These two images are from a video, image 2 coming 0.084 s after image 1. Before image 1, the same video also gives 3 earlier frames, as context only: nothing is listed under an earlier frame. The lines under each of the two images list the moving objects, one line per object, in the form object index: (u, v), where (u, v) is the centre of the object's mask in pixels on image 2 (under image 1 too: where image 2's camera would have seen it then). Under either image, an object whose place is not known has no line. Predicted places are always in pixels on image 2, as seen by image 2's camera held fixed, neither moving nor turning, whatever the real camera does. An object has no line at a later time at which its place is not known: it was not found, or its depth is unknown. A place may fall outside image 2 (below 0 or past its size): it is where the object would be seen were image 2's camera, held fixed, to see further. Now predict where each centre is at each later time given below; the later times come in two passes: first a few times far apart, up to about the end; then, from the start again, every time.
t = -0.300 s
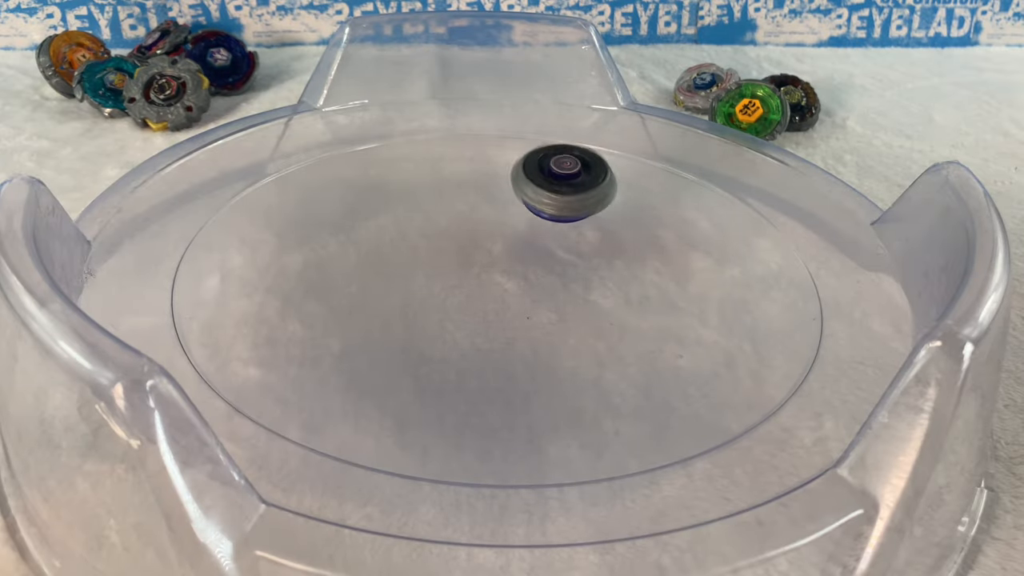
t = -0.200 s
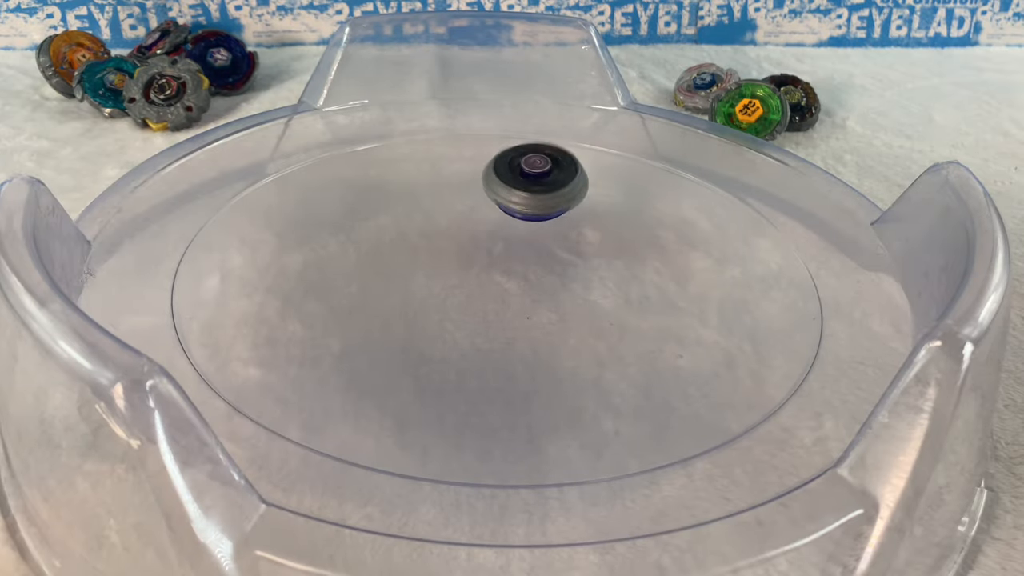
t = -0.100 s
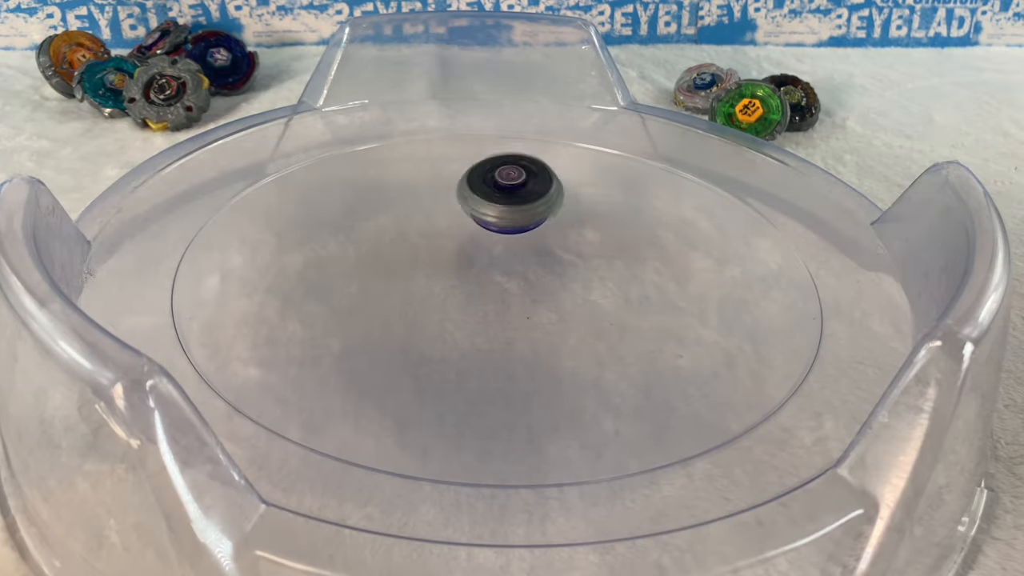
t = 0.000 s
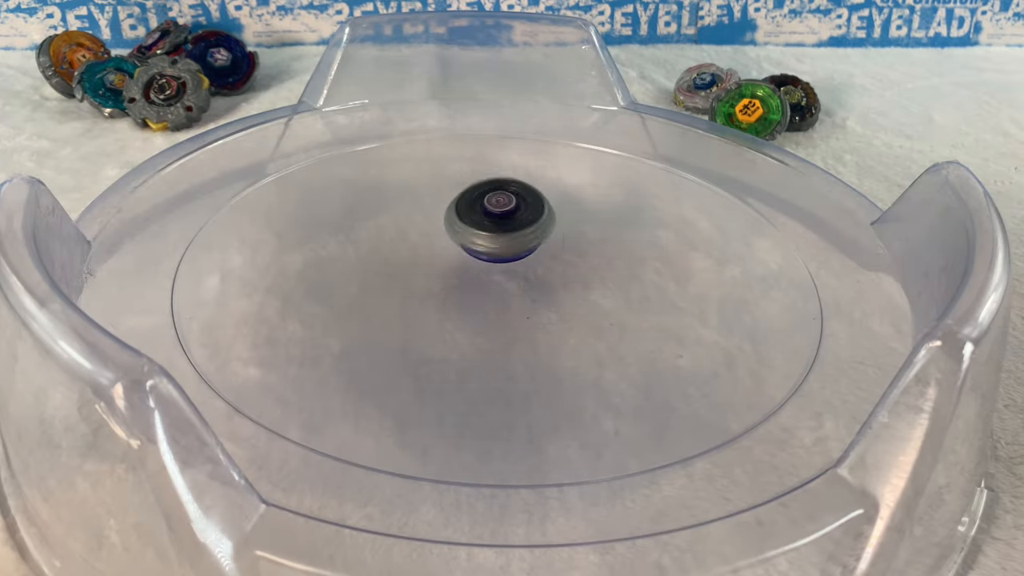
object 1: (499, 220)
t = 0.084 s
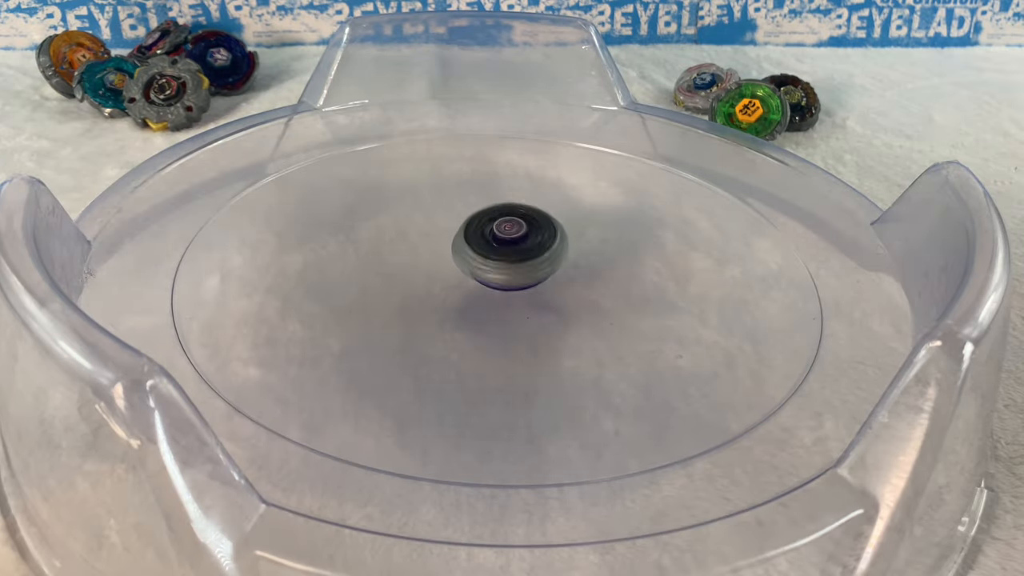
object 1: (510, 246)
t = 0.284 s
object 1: (587, 285)
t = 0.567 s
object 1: (658, 268)
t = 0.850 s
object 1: (613, 247)
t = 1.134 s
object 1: (524, 297)
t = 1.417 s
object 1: (563, 337)
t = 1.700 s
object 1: (606, 308)
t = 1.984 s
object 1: (469, 281)
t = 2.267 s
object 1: (388, 318)
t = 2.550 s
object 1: (487, 332)
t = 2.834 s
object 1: (475, 254)
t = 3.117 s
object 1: (360, 233)
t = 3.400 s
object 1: (384, 287)
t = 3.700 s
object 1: (518, 248)
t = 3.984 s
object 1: (472, 190)
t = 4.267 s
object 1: (420, 229)
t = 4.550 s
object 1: (549, 268)
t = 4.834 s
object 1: (604, 215)
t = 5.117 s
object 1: (518, 217)
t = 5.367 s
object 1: (518, 284)
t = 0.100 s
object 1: (513, 252)
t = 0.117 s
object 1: (518, 257)
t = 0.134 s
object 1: (524, 261)
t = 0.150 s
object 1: (530, 266)
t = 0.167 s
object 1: (536, 270)
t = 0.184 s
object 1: (543, 273)
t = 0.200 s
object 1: (550, 276)
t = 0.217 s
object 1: (558, 279)
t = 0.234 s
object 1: (565, 281)
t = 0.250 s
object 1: (573, 283)
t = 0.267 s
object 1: (580, 285)
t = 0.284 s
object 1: (587, 285)
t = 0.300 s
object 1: (596, 286)
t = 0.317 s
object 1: (603, 287)
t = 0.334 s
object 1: (609, 287)
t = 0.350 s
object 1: (617, 287)
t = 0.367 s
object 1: (622, 287)
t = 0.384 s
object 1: (627, 286)
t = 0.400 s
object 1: (633, 285)
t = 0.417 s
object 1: (637, 285)
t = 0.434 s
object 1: (641, 284)
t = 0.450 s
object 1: (645, 282)
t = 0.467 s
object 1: (648, 280)
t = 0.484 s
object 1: (651, 279)
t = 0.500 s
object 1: (653, 276)
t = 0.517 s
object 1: (655, 275)
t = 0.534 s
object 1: (656, 273)
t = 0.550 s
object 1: (657, 270)
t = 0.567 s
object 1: (658, 268)
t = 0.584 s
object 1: (658, 266)
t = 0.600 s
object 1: (658, 264)
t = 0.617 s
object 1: (658, 262)
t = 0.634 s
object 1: (657, 260)
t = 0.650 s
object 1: (656, 258)
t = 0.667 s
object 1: (654, 255)
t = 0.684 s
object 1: (652, 254)
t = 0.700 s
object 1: (650, 252)
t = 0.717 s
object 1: (647, 250)
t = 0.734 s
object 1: (645, 249)
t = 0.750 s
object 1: (641, 248)
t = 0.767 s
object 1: (637, 247)
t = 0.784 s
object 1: (633, 246)
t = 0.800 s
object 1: (629, 246)
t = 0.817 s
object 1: (624, 246)
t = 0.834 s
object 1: (618, 246)
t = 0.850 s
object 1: (613, 247)
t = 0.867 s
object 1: (606, 249)
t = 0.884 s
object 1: (600, 250)
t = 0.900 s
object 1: (594, 252)
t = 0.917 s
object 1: (587, 254)
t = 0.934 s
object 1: (580, 257)
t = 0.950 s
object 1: (574, 259)
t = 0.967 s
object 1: (568, 263)
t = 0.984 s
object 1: (562, 266)
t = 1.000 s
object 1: (556, 269)
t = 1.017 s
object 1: (551, 273)
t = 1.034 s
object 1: (545, 276)
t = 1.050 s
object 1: (540, 280)
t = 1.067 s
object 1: (537, 283)
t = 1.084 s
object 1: (533, 287)
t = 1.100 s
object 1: (529, 291)
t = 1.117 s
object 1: (526, 294)
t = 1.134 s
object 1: (524, 297)
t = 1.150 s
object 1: (523, 301)
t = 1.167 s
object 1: (521, 304)
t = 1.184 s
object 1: (521, 307)
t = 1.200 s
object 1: (520, 311)
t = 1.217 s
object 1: (520, 314)
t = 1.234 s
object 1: (522, 316)
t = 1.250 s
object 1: (524, 319)
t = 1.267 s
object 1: (526, 322)
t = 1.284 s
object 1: (528, 324)
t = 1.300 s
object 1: (531, 327)
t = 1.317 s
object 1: (534, 329)
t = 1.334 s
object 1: (538, 331)
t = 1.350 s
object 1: (543, 332)
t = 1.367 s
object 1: (547, 334)
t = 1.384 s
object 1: (552, 335)
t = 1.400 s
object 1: (557, 336)
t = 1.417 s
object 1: (563, 337)
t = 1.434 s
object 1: (567, 337)
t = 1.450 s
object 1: (572, 337)
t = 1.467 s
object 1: (579, 337)
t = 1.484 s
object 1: (584, 337)
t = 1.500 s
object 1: (589, 336)
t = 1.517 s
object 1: (593, 334)
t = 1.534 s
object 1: (598, 333)
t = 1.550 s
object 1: (602, 332)
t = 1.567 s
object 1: (605, 330)
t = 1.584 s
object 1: (609, 328)
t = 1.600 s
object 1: (611, 325)
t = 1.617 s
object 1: (613, 323)
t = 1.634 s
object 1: (613, 320)
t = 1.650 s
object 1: (613, 317)
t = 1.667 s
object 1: (612, 314)
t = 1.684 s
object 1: (609, 311)
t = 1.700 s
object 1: (606, 308)
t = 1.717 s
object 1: (602, 305)
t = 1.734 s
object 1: (597, 303)
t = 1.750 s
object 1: (590, 299)
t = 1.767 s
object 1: (584, 297)
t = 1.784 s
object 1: (576, 294)
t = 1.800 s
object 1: (568, 292)
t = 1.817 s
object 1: (560, 290)
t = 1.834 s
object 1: (552, 288)
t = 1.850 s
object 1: (543, 286)
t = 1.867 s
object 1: (533, 285)
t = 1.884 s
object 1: (524, 283)
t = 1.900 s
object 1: (515, 282)
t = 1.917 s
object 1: (506, 281)
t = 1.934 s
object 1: (496, 281)
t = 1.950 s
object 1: (488, 281)
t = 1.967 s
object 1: (478, 280)
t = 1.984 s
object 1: (469, 281)
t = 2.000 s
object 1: (461, 281)
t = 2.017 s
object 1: (453, 282)
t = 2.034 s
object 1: (445, 284)
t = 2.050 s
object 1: (437, 285)
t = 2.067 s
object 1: (431, 286)
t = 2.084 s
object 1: (424, 288)
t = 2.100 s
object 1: (418, 290)
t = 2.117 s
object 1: (411, 292)
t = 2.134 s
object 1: (407, 295)
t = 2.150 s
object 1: (402, 298)
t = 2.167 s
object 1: (397, 301)
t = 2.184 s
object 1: (394, 303)
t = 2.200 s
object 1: (392, 306)
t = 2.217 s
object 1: (389, 309)
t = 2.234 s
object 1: (388, 312)
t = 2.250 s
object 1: (388, 315)
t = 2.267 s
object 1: (388, 318)
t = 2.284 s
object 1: (389, 322)
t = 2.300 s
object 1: (391, 324)
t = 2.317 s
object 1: (394, 328)
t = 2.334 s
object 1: (397, 331)
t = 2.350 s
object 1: (401, 334)
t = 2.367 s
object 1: (406, 336)
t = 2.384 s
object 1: (413, 338)
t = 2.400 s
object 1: (419, 340)
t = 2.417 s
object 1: (426, 342)
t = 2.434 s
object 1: (434, 342)
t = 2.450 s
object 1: (443, 343)
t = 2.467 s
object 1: (450, 343)
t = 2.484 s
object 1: (458, 342)
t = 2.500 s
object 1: (467, 340)
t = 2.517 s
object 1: (474, 339)
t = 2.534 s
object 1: (481, 336)
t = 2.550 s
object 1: (487, 332)
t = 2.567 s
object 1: (493, 329)
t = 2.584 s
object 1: (498, 325)
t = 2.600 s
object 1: (502, 321)
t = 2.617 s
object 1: (505, 315)
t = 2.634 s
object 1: (508, 311)
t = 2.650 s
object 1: (509, 306)
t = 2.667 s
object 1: (510, 300)
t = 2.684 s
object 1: (509, 295)
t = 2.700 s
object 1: (508, 290)
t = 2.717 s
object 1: (506, 284)
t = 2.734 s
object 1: (503, 280)
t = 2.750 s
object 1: (499, 274)
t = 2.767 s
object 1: (496, 270)
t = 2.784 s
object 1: (491, 265)
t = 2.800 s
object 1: (486, 262)
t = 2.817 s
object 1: (480, 257)
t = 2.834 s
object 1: (475, 254)
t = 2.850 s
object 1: (468, 250)
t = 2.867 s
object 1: (462, 247)
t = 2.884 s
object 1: (455, 244)
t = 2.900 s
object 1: (449, 242)
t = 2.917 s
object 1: (442, 239)
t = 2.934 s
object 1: (434, 237)
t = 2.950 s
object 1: (427, 235)
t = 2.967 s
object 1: (421, 234)
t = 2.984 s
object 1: (413, 233)
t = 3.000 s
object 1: (405, 232)
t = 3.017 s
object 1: (398, 231)
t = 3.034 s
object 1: (392, 231)
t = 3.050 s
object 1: (385, 230)
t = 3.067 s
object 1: (378, 231)
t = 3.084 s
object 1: (371, 231)
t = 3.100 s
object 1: (366, 232)
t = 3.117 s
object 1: (360, 233)
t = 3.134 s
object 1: (354, 235)
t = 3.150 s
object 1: (349, 237)
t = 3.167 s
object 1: (345, 239)
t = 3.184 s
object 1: (341, 242)
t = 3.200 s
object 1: (337, 245)
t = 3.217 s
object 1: (336, 248)
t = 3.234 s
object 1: (335, 252)
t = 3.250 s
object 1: (334, 255)
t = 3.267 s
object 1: (335, 259)
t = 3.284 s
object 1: (337, 263)
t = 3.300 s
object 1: (341, 267)
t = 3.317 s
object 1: (345, 271)
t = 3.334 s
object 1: (350, 275)
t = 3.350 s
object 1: (358, 278)
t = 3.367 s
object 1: (366, 282)
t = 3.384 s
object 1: (375, 285)
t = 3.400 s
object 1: (384, 287)
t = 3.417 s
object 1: (395, 289)
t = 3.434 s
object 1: (406, 290)
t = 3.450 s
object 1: (417, 291)
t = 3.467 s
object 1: (427, 292)
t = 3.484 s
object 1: (438, 290)
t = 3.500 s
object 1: (449, 290)
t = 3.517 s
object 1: (458, 288)
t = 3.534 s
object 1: (467, 286)
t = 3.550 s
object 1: (476, 283)
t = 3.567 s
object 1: (484, 280)
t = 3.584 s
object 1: (491, 277)
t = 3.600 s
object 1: (497, 274)
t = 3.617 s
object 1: (501, 270)
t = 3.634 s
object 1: (507, 266)
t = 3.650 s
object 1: (511, 262)
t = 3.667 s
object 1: (513, 257)
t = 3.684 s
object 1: (515, 253)
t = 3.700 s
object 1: (518, 248)
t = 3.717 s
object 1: (519, 244)
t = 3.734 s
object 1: (519, 240)
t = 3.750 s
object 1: (519, 235)
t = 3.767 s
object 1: (519, 231)
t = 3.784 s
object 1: (518, 227)
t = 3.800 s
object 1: (516, 223)
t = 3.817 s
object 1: (514, 219)
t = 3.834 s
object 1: (512, 215)
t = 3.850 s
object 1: (509, 211)
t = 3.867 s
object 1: (505, 208)
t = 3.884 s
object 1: (501, 205)
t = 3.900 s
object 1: (497, 201)
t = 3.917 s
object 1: (493, 199)
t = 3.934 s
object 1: (488, 196)
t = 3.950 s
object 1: (483, 194)
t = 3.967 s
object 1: (477, 192)
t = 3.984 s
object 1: (472, 190)
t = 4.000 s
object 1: (466, 189)
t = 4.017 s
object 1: (460, 188)
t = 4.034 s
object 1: (454, 188)
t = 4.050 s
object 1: (448, 188)
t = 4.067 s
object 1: (442, 189)
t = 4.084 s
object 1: (437, 190)
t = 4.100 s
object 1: (431, 192)
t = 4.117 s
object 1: (426, 193)
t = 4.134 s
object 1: (423, 196)
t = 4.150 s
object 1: (420, 199)
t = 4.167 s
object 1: (417, 203)
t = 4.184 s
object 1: (415, 206)
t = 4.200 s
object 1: (414, 210)
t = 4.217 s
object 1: (415, 215)
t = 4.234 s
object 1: (415, 219)
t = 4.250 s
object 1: (417, 225)
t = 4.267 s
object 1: (420, 229)
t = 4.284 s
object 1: (424, 234)
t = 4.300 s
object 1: (428, 239)
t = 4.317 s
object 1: (434, 244)
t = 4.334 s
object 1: (439, 248)
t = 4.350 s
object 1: (447, 253)
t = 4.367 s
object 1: (455, 257)
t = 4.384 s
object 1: (462, 260)
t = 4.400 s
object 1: (470, 263)
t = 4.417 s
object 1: (479, 266)
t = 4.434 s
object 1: (489, 268)
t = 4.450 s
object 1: (497, 269)
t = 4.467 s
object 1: (507, 270)
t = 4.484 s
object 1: (515, 270)
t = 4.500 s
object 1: (525, 270)
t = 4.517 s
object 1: (533, 270)
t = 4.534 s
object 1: (542, 269)
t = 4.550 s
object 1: (549, 268)
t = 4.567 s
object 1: (557, 266)
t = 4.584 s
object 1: (564, 264)
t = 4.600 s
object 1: (570, 262)
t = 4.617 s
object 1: (577, 259)
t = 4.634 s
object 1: (583, 256)
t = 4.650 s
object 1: (588, 253)
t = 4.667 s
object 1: (593, 250)
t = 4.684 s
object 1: (596, 246)
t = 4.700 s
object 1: (599, 243)
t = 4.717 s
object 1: (602, 239)
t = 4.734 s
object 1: (605, 236)
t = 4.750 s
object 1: (606, 232)
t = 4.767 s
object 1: (607, 229)
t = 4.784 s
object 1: (607, 225)
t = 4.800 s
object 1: (607, 221)
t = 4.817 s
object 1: (606, 218)
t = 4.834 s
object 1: (604, 215)
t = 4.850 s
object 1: (601, 213)
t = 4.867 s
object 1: (598, 210)
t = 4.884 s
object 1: (595, 208)
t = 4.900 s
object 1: (591, 206)
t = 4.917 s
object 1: (586, 204)
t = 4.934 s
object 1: (580, 203)
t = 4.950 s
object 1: (575, 201)
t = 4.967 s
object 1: (570, 201)
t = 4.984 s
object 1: (563, 201)
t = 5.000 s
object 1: (557, 202)
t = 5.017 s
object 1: (551, 202)
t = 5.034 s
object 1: (545, 203)
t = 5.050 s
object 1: (539, 205)
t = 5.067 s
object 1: (533, 208)
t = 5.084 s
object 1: (527, 211)
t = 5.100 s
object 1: (522, 214)
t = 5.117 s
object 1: (518, 217)
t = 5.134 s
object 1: (513, 222)
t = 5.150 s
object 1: (509, 226)
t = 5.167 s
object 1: (505, 231)
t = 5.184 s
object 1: (502, 235)
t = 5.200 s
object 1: (500, 240)
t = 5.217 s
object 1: (498, 245)
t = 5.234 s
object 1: (498, 250)
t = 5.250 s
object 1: (497, 254)
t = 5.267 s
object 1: (499, 259)
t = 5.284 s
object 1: (500, 264)
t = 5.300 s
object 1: (502, 268)
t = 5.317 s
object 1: (505, 273)
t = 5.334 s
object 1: (508, 276)
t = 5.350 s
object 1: (513, 280)
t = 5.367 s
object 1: (518, 284)
